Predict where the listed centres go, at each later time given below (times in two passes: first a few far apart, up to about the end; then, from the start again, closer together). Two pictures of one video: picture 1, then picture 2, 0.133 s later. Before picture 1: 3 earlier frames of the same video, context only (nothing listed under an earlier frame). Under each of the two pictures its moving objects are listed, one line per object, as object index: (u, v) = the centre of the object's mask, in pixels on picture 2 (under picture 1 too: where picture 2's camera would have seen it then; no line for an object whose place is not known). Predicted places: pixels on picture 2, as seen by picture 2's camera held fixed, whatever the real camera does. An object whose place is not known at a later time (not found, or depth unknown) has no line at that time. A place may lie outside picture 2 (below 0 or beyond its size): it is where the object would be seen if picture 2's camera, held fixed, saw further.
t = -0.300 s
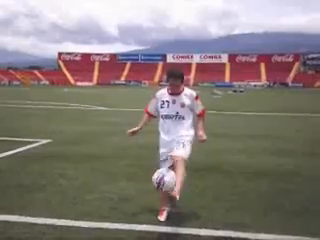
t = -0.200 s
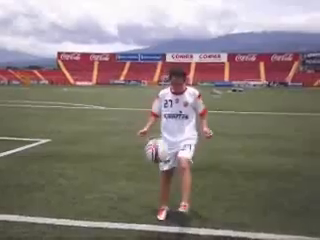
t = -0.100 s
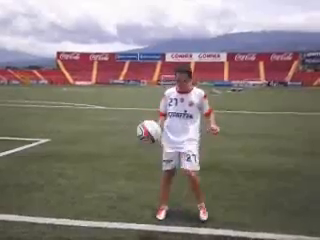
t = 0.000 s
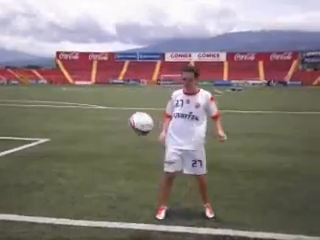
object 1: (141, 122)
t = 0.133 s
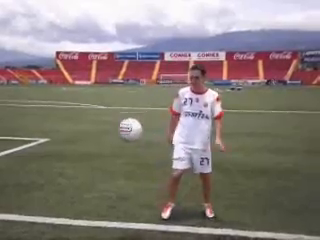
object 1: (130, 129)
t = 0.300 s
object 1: (117, 164)
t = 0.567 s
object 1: (97, 204)
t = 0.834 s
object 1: (70, 191)
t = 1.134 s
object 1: (40, 227)
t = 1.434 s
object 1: (12, 242)
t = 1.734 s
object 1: (-17, 249)
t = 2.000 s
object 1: (-44, 256)
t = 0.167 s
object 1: (128, 133)
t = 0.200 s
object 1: (125, 139)
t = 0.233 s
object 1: (123, 147)
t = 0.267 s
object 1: (120, 155)
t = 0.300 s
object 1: (117, 164)
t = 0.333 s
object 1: (115, 174)
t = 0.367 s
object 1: (113, 186)
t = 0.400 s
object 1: (110, 198)
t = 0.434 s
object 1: (108, 212)
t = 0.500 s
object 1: (102, 219)
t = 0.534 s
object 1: (100, 211)
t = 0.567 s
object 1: (97, 204)
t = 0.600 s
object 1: (93, 198)
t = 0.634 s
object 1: (90, 194)
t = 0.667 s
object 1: (87, 190)
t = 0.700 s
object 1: (83, 188)
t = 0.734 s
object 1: (79, 187)
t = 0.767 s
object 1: (77, 187)
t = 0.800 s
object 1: (73, 188)
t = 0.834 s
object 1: (70, 191)
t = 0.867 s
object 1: (66, 195)
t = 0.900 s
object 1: (63, 199)
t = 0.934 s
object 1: (59, 206)
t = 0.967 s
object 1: (56, 214)
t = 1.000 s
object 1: (52, 223)
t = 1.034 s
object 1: (49, 233)
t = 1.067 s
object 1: (46, 235)
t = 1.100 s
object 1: (44, 233)
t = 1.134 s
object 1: (40, 227)
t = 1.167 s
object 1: (36, 223)
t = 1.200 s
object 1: (34, 221)
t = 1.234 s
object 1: (30, 221)
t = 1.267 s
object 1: (28, 221)
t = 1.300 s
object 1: (24, 223)
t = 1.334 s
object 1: (21, 227)
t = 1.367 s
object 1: (18, 232)
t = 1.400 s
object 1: (15, 237)
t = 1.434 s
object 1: (12, 242)
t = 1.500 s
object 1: (5, 241)
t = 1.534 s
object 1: (2, 240)
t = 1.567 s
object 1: (-2, 240)
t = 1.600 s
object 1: (-5, 242)
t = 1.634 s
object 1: (-8, 245)
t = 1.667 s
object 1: (-11, 248)
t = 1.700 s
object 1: (-15, 249)
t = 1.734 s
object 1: (-17, 249)
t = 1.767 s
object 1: (-22, 250)
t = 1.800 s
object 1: (-25, 252)
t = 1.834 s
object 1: (-28, 253)
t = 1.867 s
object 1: (-32, 254)
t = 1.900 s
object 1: (-35, 254)
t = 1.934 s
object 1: (-38, 255)
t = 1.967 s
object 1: (-42, 256)
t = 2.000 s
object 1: (-44, 256)
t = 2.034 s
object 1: (-48, 257)
